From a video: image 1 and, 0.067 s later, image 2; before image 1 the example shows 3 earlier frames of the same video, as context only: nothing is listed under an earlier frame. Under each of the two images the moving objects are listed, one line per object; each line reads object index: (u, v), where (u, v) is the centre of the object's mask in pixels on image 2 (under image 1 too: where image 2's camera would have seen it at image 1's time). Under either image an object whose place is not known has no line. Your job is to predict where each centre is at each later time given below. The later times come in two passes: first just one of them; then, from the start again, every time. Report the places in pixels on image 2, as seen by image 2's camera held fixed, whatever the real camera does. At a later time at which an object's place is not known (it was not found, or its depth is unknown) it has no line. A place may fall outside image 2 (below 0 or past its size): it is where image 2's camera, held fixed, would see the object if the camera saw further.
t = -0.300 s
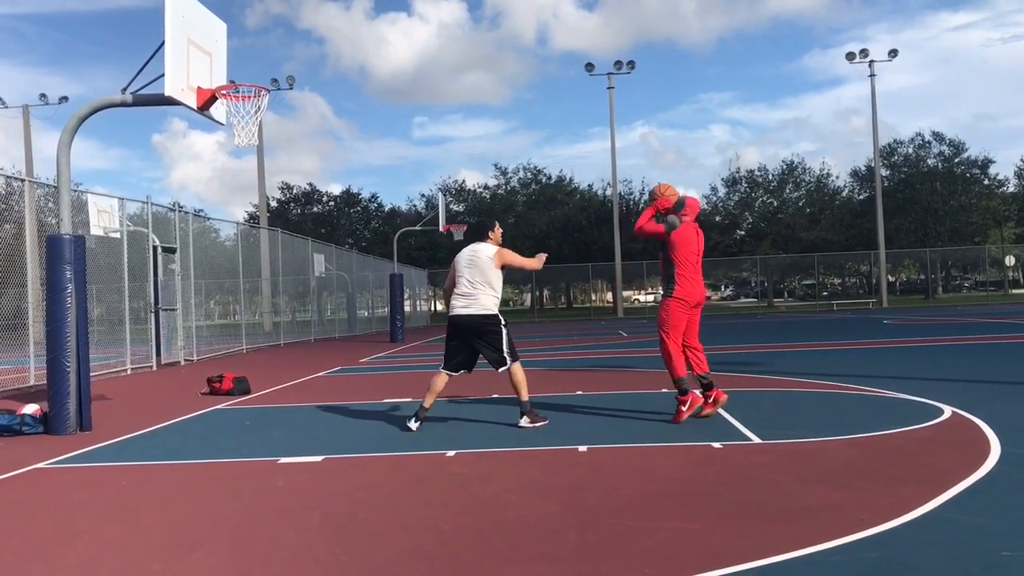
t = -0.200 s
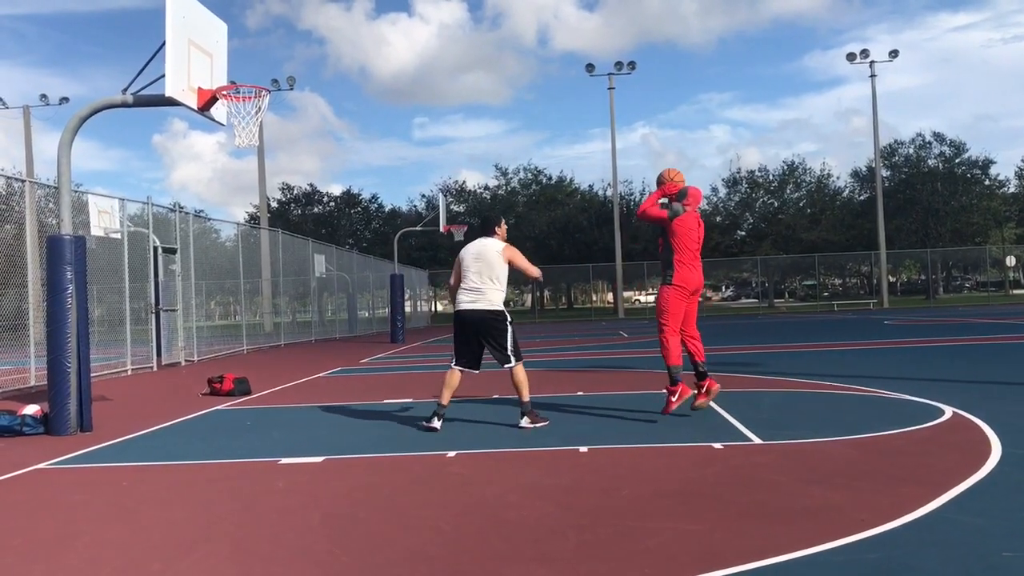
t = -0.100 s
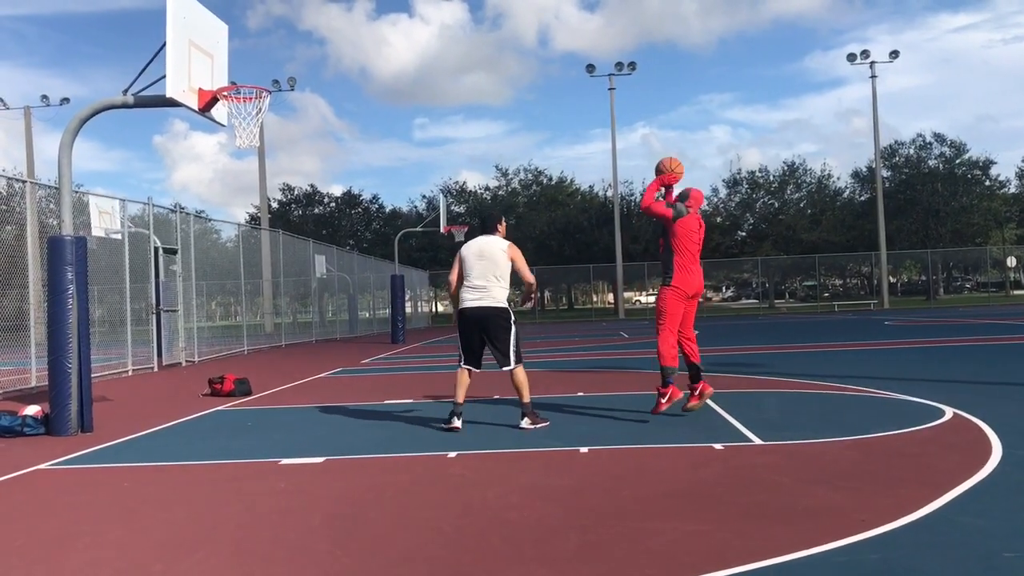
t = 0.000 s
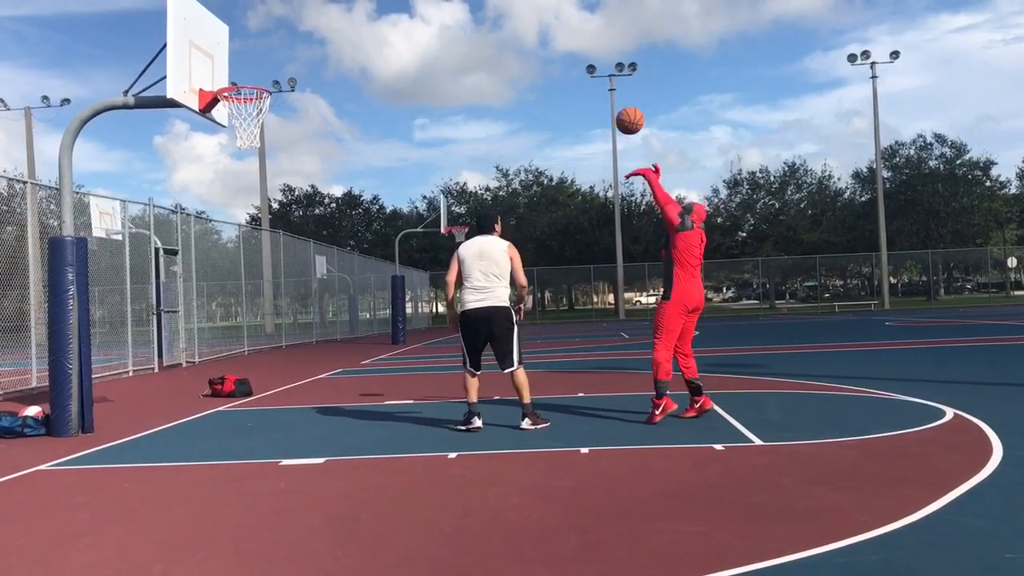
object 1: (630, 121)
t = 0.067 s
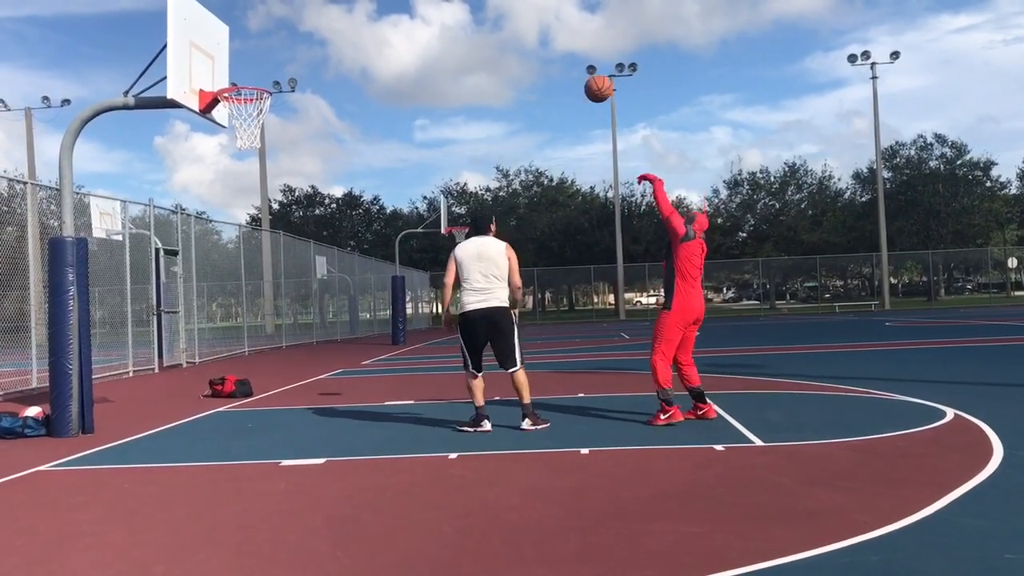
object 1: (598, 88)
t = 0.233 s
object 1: (521, 29)
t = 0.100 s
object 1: (583, 74)
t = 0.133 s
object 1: (567, 61)
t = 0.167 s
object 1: (552, 49)
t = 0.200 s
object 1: (536, 38)
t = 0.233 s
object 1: (521, 29)
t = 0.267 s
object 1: (506, 21)
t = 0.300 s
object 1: (492, 14)
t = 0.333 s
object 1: (477, 10)
